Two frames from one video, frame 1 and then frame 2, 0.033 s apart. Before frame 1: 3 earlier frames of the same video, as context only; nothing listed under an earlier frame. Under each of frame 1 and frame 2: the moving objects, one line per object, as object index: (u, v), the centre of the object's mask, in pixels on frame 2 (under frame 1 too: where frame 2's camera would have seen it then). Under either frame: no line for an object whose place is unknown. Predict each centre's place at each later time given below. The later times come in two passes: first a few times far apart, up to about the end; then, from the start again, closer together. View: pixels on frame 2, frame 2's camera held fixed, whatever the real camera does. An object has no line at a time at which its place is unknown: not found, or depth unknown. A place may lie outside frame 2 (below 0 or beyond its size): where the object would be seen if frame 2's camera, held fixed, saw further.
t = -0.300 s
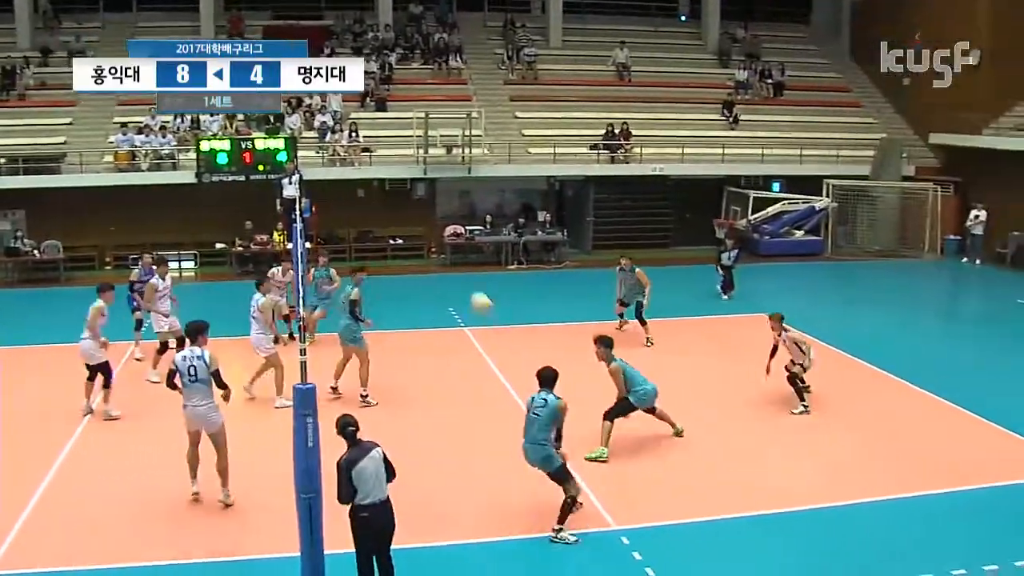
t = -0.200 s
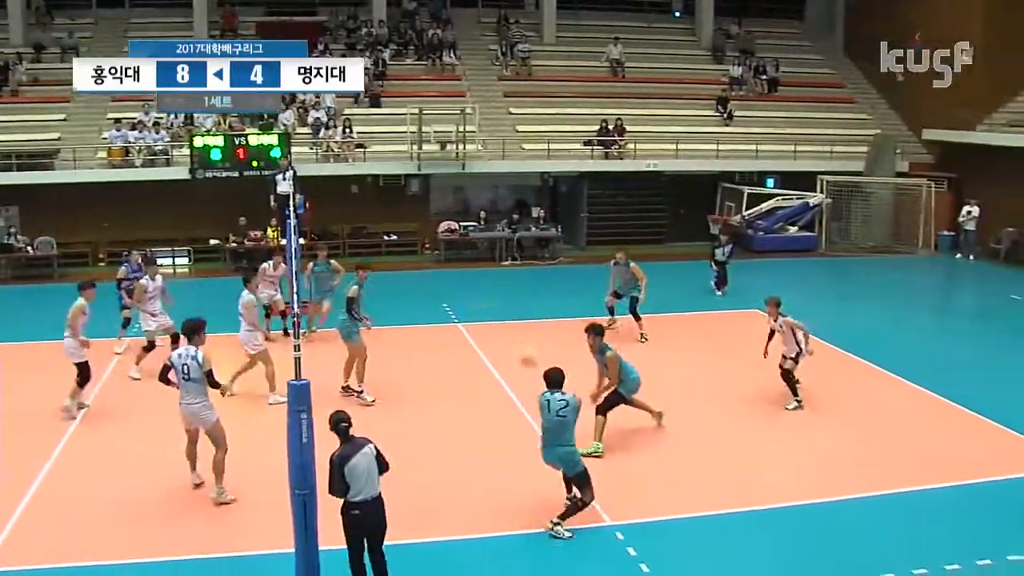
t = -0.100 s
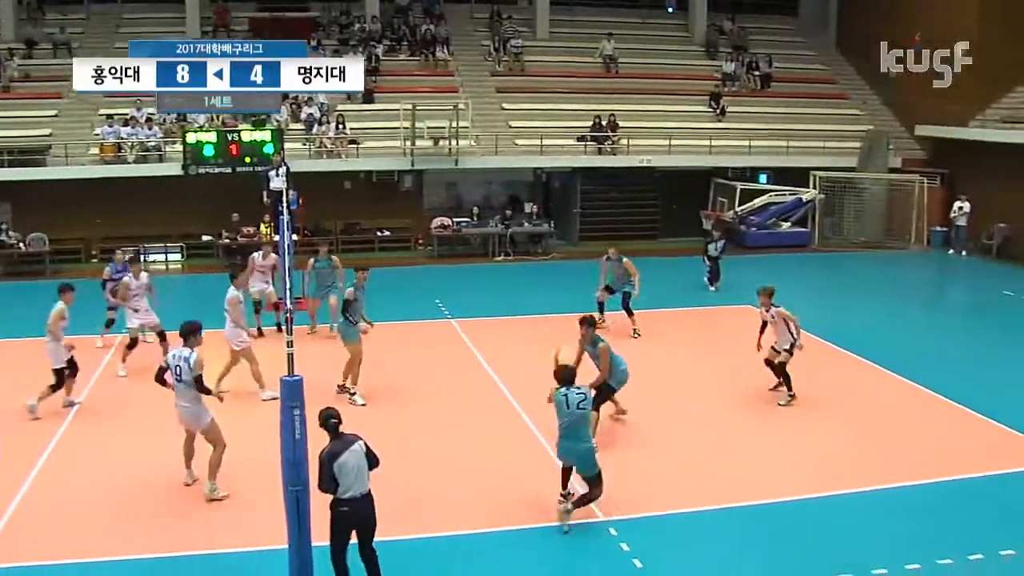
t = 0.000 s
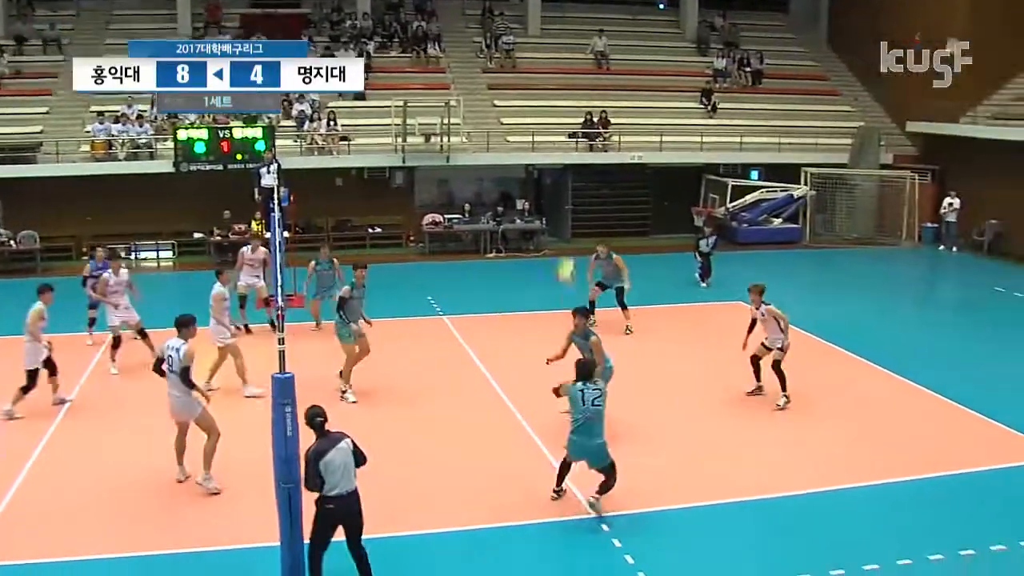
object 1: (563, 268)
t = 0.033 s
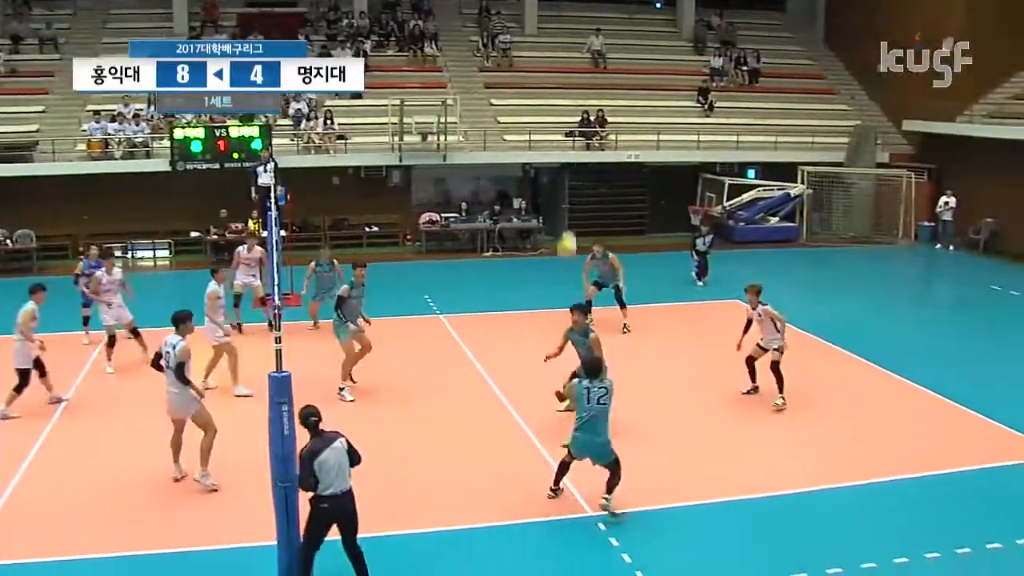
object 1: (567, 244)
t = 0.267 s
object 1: (601, 97)
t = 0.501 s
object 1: (634, 10)
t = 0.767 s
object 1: (672, -29)
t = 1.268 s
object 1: (730, 75)
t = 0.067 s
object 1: (571, 219)
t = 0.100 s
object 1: (576, 199)
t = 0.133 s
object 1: (581, 176)
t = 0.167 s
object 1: (585, 156)
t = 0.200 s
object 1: (591, 135)
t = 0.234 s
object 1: (595, 118)
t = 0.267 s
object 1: (601, 97)
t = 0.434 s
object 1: (625, 30)
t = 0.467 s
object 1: (630, 19)
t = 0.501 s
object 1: (634, 10)
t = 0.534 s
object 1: (639, 1)
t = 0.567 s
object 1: (644, -7)
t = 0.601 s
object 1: (650, -13)
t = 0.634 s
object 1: (654, -18)
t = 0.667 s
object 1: (658, -22)
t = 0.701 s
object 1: (662, -25)
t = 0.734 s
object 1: (667, -28)
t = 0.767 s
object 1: (672, -29)
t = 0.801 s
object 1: (676, -29)
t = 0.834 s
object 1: (680, -28)
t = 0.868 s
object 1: (684, -26)
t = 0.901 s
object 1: (689, -23)
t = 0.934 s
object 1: (693, -18)
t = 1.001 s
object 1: (702, -7)
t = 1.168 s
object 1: (718, 39)
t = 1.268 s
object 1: (730, 75)
